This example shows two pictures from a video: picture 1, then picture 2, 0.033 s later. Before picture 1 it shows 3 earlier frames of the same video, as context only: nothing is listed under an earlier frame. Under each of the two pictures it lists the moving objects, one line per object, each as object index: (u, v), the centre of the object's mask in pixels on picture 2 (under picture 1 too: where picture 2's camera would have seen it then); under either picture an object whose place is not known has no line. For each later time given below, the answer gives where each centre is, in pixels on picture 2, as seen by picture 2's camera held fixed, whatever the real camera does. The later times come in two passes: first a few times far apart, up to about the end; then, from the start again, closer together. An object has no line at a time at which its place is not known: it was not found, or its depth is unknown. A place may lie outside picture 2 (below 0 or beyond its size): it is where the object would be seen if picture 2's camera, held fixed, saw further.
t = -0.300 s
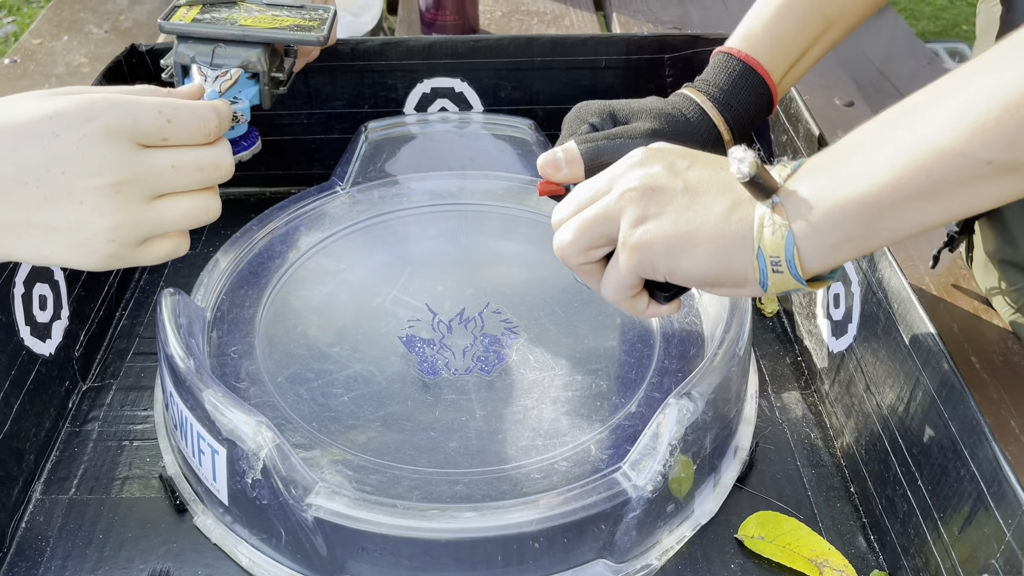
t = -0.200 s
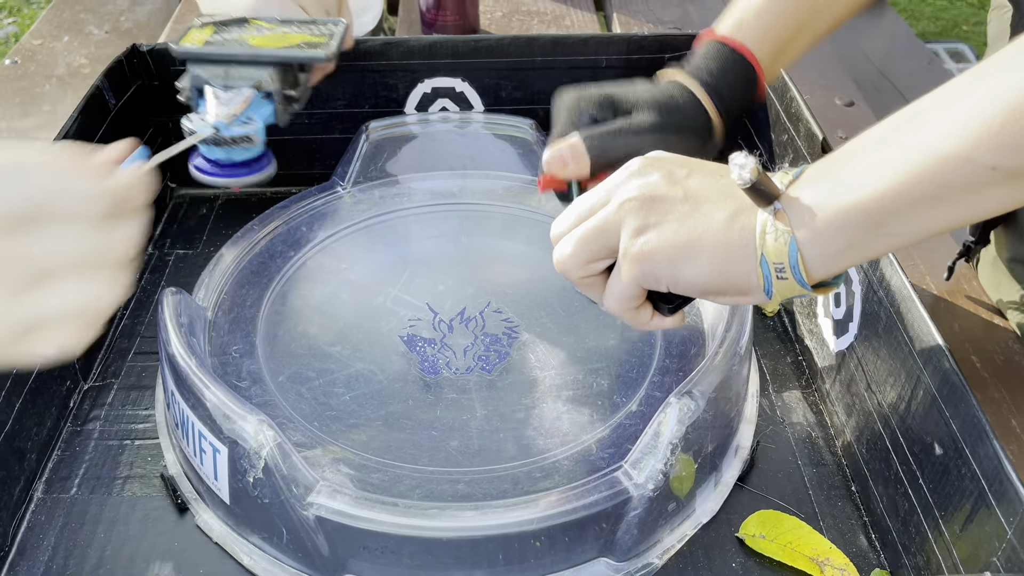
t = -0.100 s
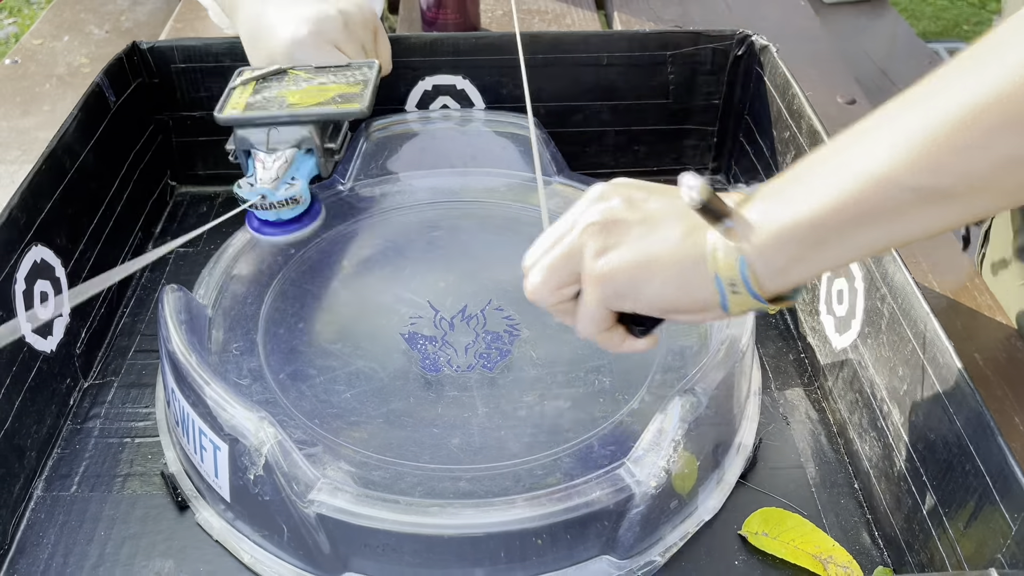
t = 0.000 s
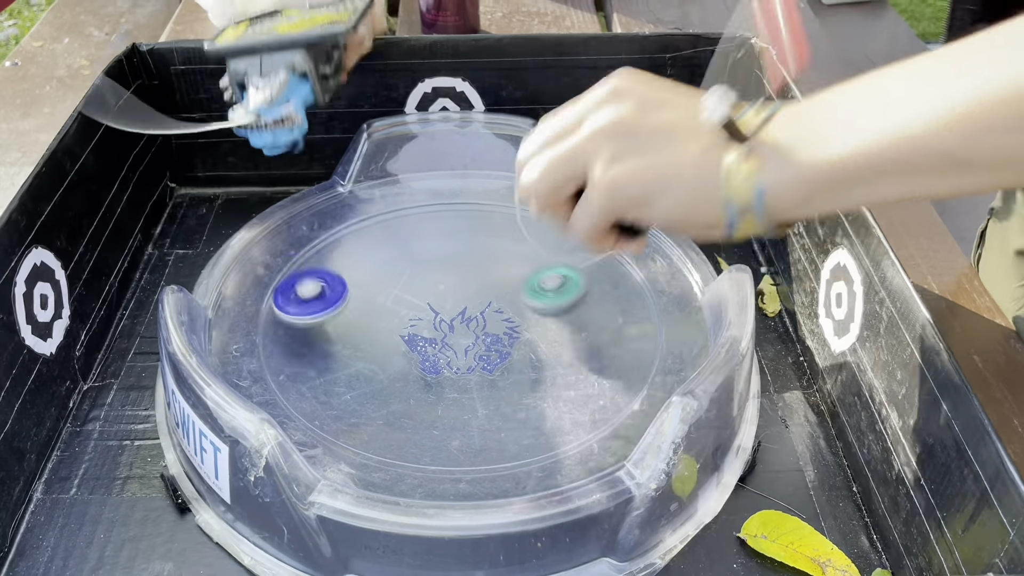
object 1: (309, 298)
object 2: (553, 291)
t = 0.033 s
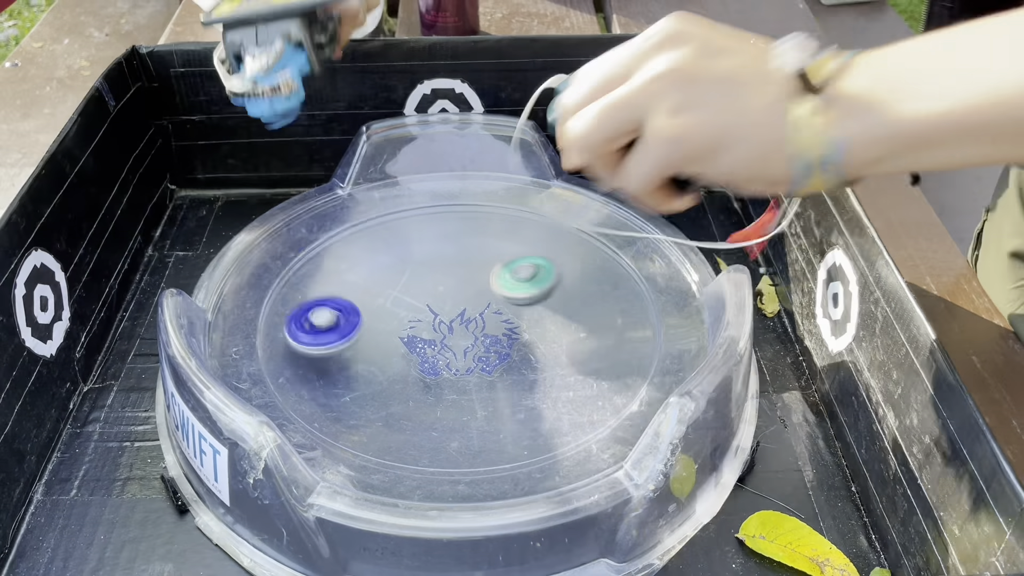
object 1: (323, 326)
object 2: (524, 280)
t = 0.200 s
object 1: (519, 432)
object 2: (410, 334)
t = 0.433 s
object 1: (637, 251)
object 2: (591, 410)
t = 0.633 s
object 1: (395, 203)
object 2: (583, 292)
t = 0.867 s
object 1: (316, 406)
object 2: (280, 348)
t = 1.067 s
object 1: (648, 348)
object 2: (516, 446)
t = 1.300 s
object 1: (432, 192)
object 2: (518, 268)
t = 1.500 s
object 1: (288, 380)
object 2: (274, 285)
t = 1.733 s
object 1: (652, 335)
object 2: (512, 412)
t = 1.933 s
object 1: (506, 186)
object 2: (502, 250)
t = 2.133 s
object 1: (303, 233)
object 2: (301, 321)
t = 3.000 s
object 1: (352, 312)
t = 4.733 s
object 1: (565, 409)
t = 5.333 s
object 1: (354, 356)
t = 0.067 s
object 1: (340, 357)
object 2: (500, 281)
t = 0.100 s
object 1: (368, 385)
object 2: (477, 287)
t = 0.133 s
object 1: (408, 409)
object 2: (453, 293)
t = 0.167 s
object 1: (461, 425)
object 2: (426, 315)
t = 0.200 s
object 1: (519, 432)
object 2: (410, 334)
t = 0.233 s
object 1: (575, 415)
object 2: (399, 358)
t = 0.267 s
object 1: (626, 393)
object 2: (402, 382)
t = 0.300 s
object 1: (655, 363)
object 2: (416, 405)
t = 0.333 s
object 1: (668, 332)
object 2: (447, 427)
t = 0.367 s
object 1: (667, 301)
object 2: (492, 429)
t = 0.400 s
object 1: (656, 274)
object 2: (548, 422)
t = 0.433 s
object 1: (637, 251)
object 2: (591, 410)
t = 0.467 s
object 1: (610, 229)
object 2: (623, 395)
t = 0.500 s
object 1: (571, 213)
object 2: (640, 375)
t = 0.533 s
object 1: (529, 201)
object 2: (645, 353)
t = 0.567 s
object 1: (486, 196)
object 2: (636, 332)
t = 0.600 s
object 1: (441, 196)
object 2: (614, 310)
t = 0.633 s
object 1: (395, 203)
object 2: (583, 292)
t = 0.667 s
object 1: (352, 216)
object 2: (540, 277)
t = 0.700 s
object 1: (317, 235)
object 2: (490, 269)
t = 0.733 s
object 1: (286, 259)
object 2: (439, 269)
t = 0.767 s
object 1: (267, 291)
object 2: (390, 277)
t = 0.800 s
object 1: (263, 329)
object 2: (346, 292)
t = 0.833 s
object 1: (280, 370)
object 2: (309, 316)
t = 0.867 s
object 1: (316, 406)
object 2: (280, 348)
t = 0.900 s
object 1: (378, 433)
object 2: (293, 371)
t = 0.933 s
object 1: (446, 442)
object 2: (332, 401)
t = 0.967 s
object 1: (517, 436)
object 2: (376, 427)
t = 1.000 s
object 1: (574, 416)
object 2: (425, 447)
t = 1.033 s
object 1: (619, 385)
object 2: (471, 453)
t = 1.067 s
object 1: (648, 348)
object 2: (516, 446)
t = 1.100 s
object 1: (655, 308)
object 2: (551, 429)
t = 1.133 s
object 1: (644, 274)
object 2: (577, 407)
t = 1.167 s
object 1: (619, 244)
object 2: (594, 382)
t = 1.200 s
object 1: (585, 218)
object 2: (596, 352)
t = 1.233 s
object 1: (539, 200)
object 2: (583, 319)
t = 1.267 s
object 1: (489, 192)
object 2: (555, 290)
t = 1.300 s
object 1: (432, 192)
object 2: (518, 268)
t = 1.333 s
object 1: (378, 202)
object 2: (473, 251)
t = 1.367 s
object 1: (327, 224)
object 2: (423, 242)
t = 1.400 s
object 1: (291, 255)
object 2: (372, 239)
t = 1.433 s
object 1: (267, 295)
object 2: (321, 245)
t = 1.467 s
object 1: (265, 339)
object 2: (284, 259)
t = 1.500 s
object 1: (288, 380)
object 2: (274, 285)
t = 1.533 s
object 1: (335, 415)
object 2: (268, 329)
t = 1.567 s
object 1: (400, 438)
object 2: (288, 367)
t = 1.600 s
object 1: (471, 443)
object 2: (320, 397)
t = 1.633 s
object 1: (540, 431)
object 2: (369, 422)
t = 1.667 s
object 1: (595, 406)
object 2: (419, 431)
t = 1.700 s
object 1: (632, 372)
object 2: (468, 428)
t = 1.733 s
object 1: (652, 335)
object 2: (512, 412)
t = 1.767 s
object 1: (653, 298)
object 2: (547, 387)
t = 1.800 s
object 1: (639, 266)
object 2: (570, 357)
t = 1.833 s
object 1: (616, 240)
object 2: (574, 319)
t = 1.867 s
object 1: (584, 218)
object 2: (562, 283)
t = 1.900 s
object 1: (548, 202)
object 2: (539, 253)
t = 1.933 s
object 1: (506, 186)
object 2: (502, 250)
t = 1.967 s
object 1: (461, 181)
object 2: (461, 250)
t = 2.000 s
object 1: (419, 181)
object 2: (419, 252)
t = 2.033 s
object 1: (383, 185)
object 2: (381, 259)
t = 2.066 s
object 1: (353, 197)
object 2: (346, 273)
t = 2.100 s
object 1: (325, 213)
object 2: (319, 294)
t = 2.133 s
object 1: (303, 233)
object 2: (301, 321)
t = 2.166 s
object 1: (287, 260)
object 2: (298, 351)
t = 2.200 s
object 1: (281, 287)
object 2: (312, 379)
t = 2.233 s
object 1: (286, 318)
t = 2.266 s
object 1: (304, 345)
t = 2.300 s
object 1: (336, 372)
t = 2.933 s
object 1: (357, 257)
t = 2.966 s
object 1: (349, 284)
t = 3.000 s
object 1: (352, 312)
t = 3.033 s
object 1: (367, 340)
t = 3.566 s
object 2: (336, 307)
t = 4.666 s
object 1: (490, 418)
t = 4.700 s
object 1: (530, 417)
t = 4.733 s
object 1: (565, 409)
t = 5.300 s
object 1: (355, 333)
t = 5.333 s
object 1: (354, 356)
